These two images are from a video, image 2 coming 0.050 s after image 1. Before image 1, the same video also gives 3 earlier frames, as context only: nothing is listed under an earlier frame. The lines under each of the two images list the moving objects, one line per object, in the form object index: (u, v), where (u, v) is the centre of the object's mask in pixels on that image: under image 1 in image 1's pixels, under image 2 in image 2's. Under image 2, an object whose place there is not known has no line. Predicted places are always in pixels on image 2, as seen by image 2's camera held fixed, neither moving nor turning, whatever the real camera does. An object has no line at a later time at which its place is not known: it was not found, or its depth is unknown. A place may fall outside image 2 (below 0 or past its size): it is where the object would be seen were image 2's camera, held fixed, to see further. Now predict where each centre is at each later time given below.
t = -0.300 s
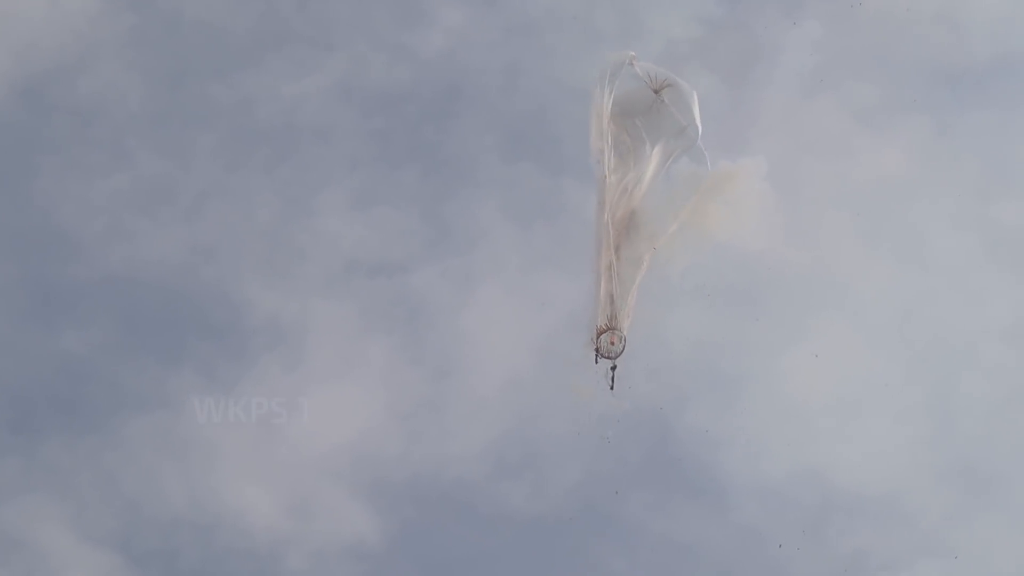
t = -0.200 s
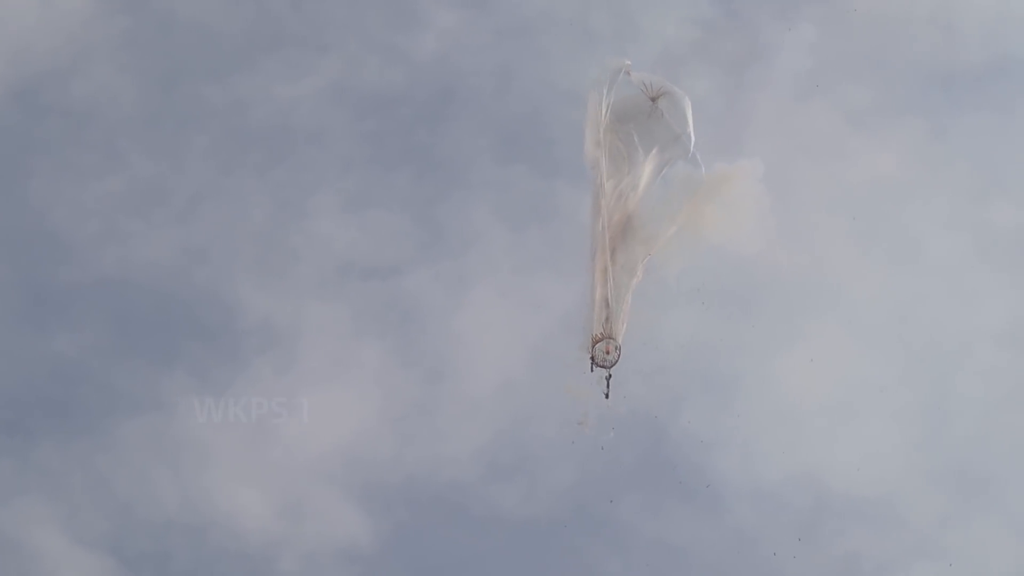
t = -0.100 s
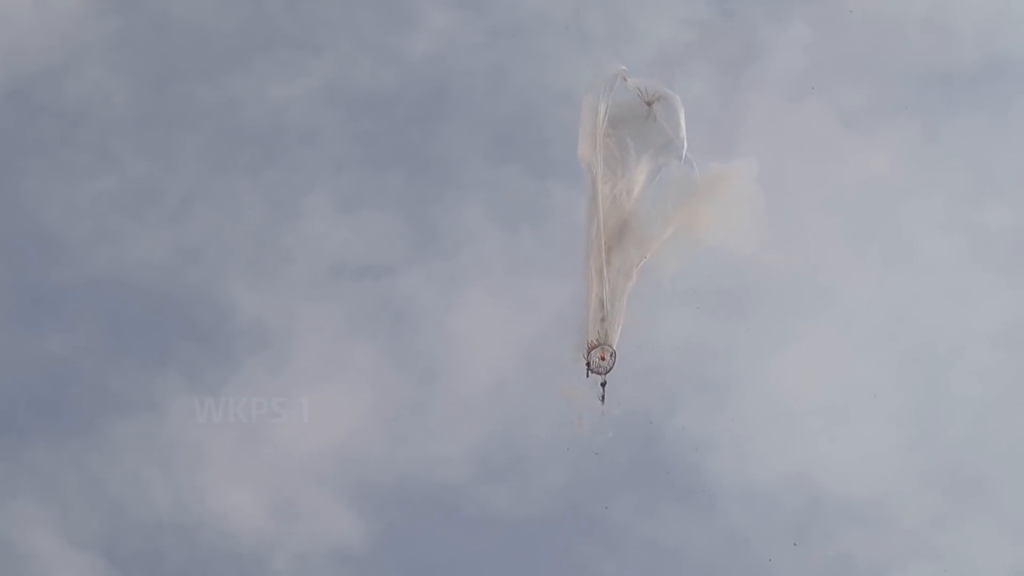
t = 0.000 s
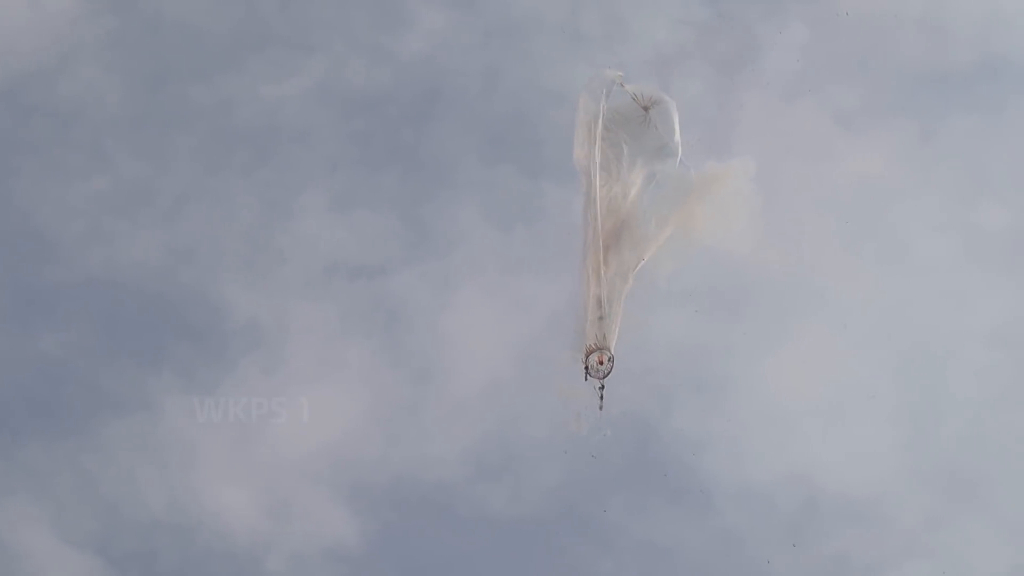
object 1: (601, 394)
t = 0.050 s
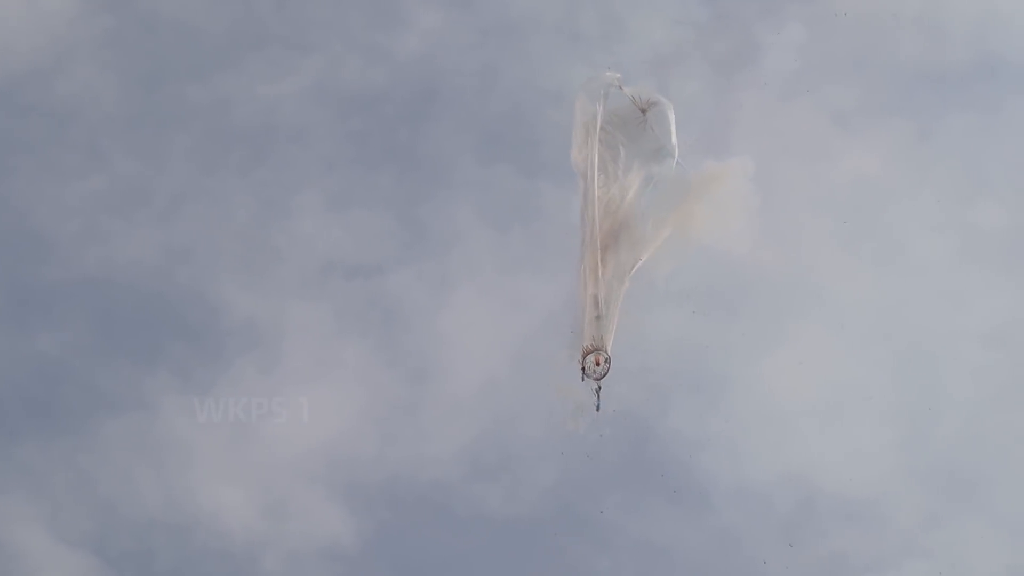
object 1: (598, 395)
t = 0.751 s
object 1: (621, 436)
